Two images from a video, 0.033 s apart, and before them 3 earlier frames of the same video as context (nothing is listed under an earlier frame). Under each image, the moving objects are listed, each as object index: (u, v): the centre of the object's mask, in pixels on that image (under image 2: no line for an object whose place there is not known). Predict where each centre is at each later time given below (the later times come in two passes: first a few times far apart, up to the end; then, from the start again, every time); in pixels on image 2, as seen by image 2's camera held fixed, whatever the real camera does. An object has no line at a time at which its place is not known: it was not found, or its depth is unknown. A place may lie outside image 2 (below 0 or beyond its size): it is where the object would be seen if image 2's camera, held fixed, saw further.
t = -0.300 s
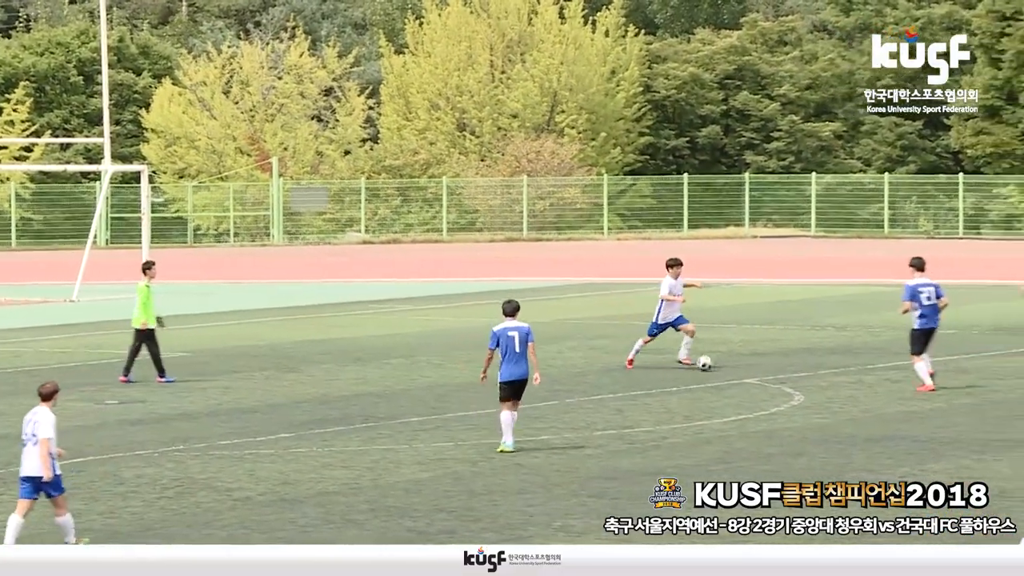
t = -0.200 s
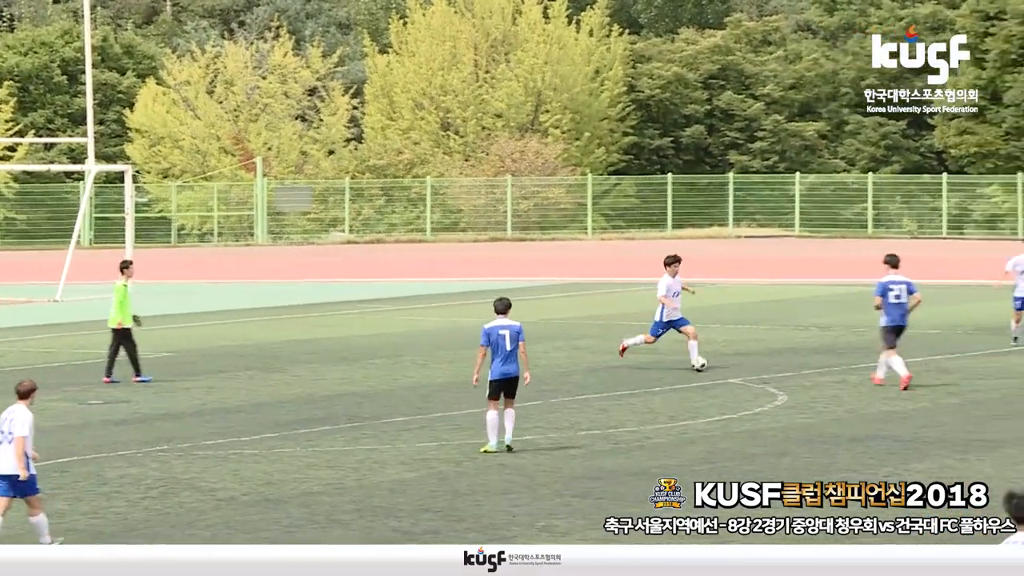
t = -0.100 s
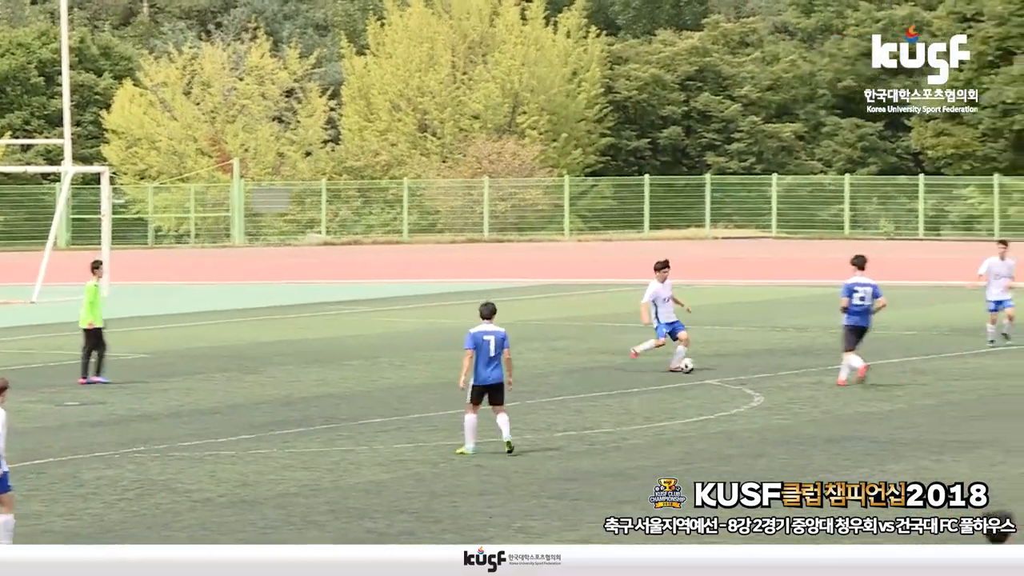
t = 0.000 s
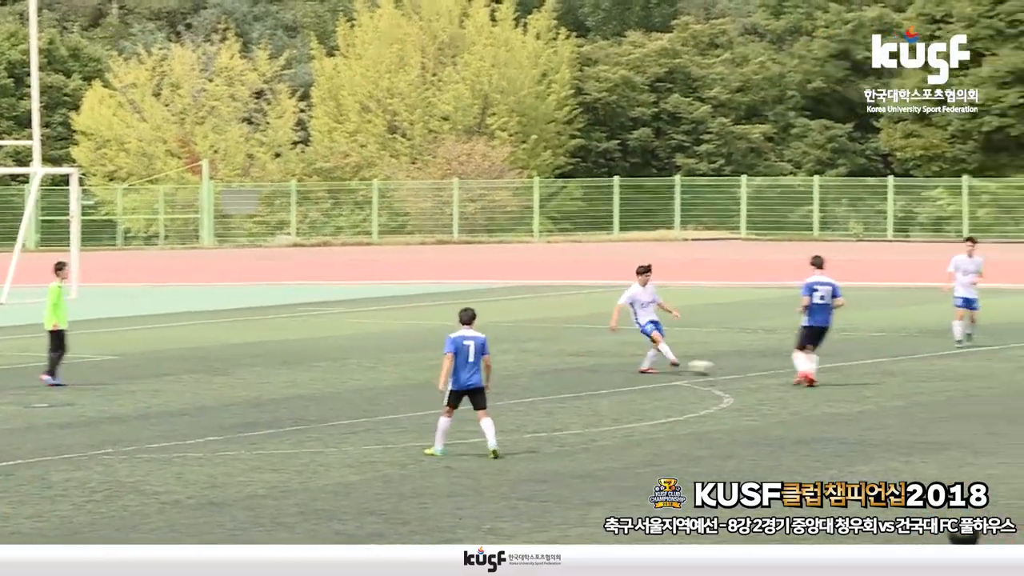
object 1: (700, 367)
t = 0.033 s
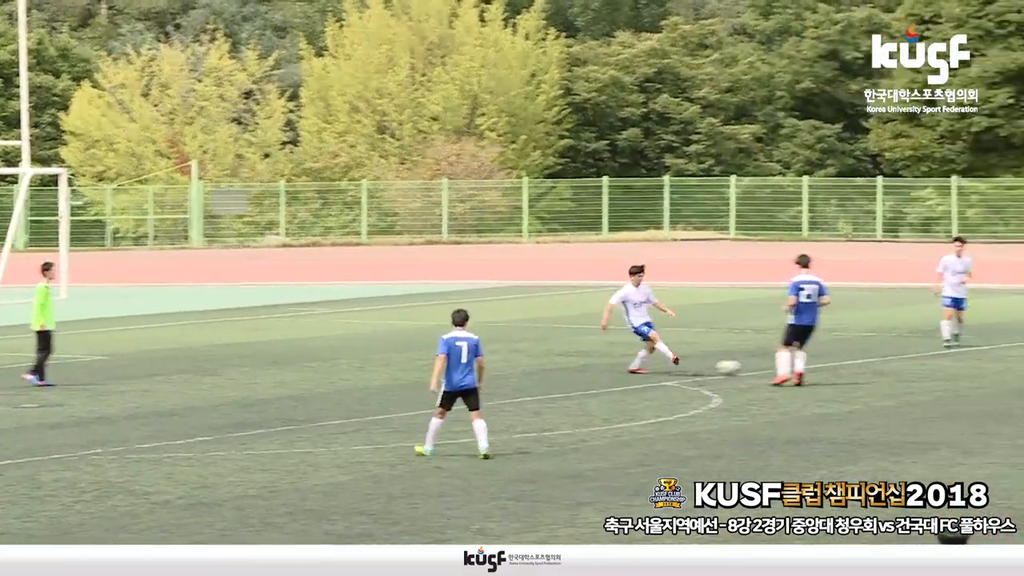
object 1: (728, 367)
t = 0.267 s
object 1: (987, 368)
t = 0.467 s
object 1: (1193, 370)
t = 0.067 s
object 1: (762, 368)
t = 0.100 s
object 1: (808, 367)
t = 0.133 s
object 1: (843, 367)
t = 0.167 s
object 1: (880, 369)
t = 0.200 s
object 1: (917, 370)
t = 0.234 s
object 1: (952, 368)
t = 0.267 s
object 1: (987, 368)
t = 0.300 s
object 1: (1023, 369)
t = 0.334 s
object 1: (1059, 372)
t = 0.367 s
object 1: (1094, 372)
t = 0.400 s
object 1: (1126, 370)
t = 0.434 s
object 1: (1160, 370)
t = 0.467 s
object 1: (1193, 370)
